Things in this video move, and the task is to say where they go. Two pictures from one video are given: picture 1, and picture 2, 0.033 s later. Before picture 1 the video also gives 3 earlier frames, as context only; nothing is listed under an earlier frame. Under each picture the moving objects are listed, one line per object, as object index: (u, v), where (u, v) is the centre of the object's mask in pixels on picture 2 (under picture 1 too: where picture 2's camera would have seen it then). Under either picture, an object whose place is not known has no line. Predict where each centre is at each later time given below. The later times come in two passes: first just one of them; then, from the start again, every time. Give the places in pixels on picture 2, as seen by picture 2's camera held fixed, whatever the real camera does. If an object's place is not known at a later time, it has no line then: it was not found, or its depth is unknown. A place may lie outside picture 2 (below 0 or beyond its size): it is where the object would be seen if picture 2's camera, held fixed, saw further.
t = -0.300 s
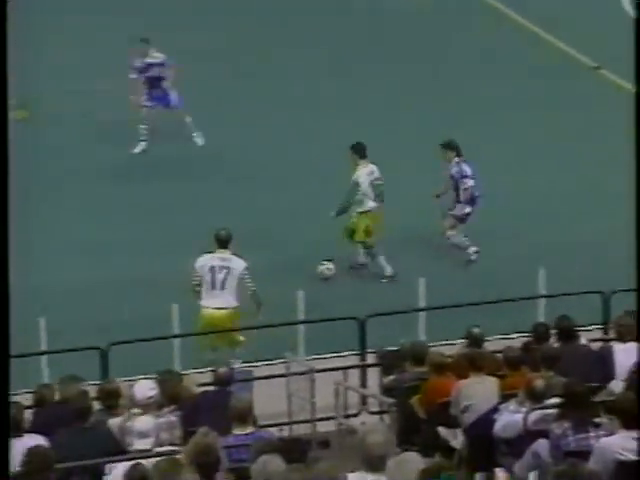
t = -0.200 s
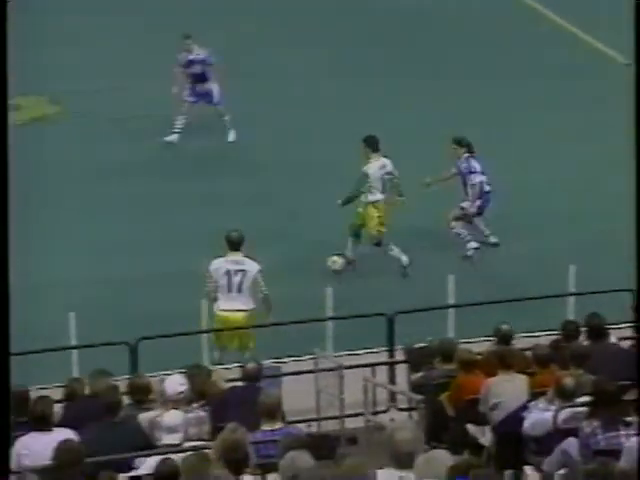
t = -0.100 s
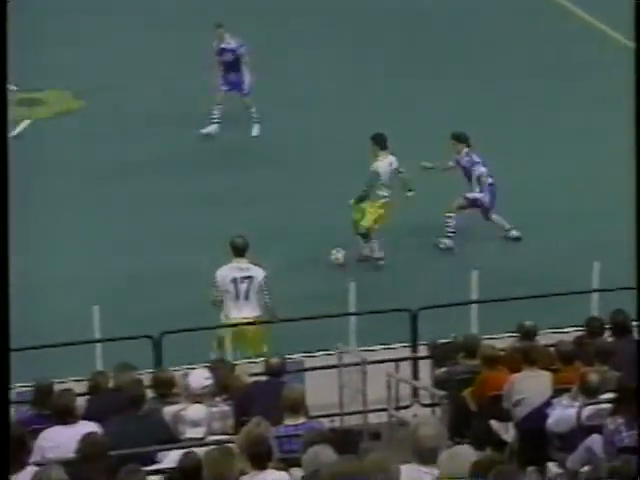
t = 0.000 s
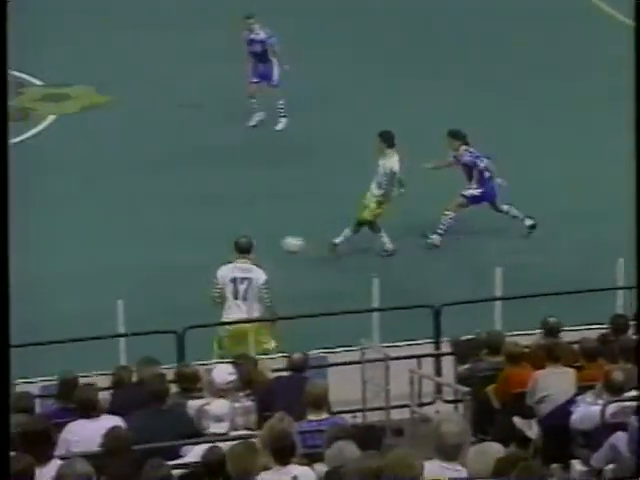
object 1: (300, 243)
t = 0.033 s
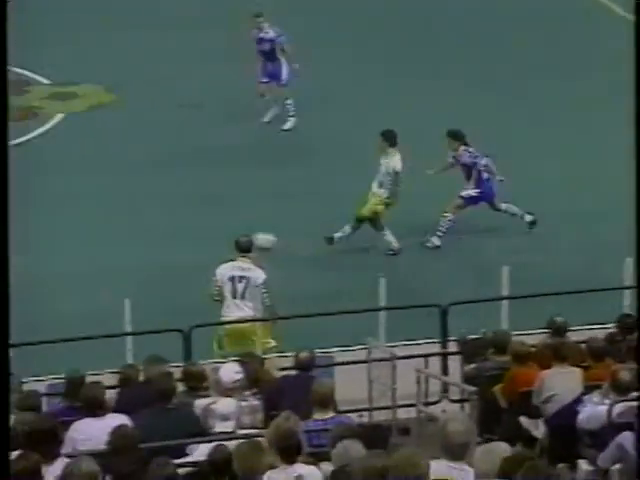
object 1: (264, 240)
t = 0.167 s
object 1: (127, 229)
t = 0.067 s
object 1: (225, 236)
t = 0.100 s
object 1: (194, 235)
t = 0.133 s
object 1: (162, 232)
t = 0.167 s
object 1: (127, 229)
